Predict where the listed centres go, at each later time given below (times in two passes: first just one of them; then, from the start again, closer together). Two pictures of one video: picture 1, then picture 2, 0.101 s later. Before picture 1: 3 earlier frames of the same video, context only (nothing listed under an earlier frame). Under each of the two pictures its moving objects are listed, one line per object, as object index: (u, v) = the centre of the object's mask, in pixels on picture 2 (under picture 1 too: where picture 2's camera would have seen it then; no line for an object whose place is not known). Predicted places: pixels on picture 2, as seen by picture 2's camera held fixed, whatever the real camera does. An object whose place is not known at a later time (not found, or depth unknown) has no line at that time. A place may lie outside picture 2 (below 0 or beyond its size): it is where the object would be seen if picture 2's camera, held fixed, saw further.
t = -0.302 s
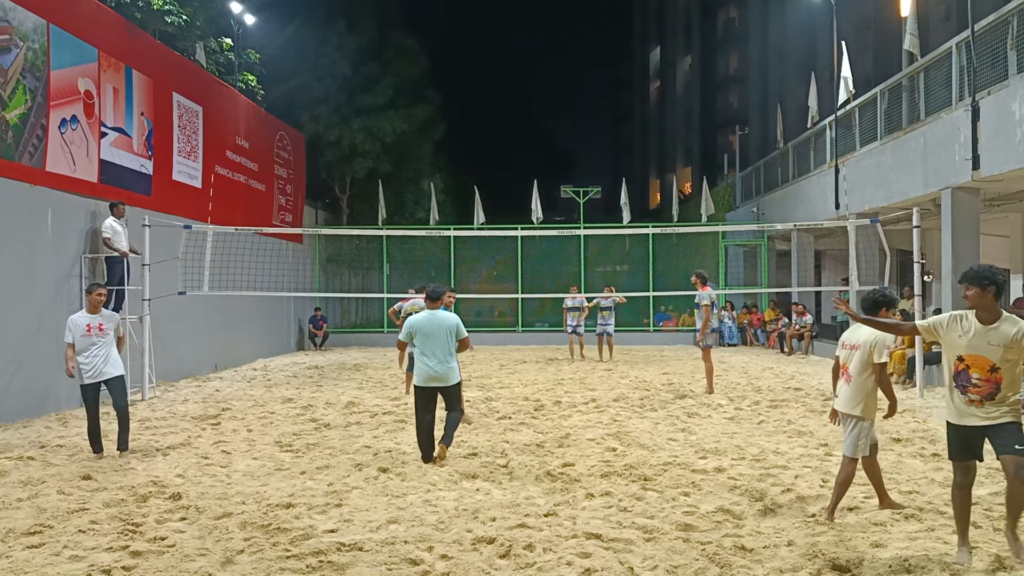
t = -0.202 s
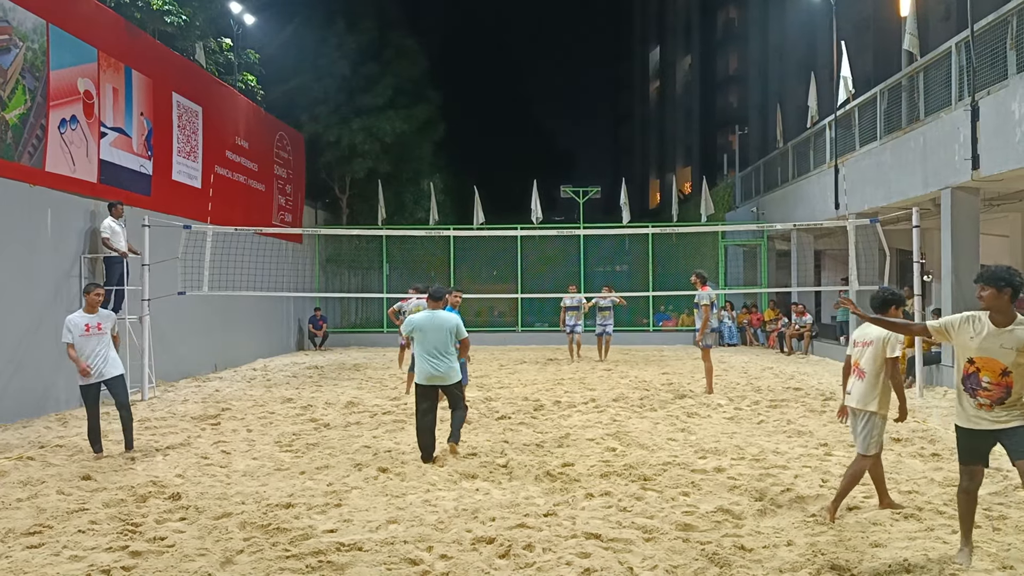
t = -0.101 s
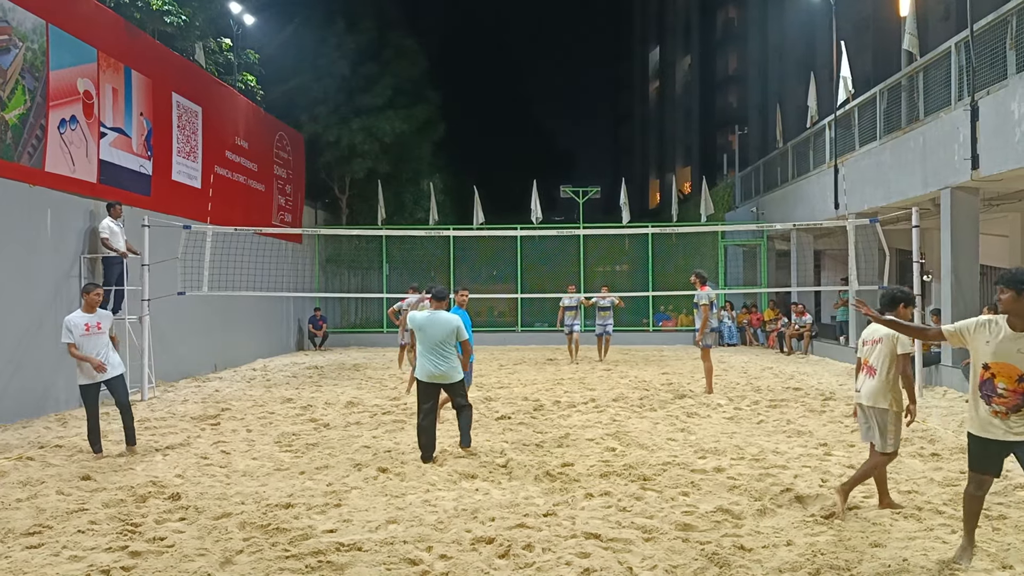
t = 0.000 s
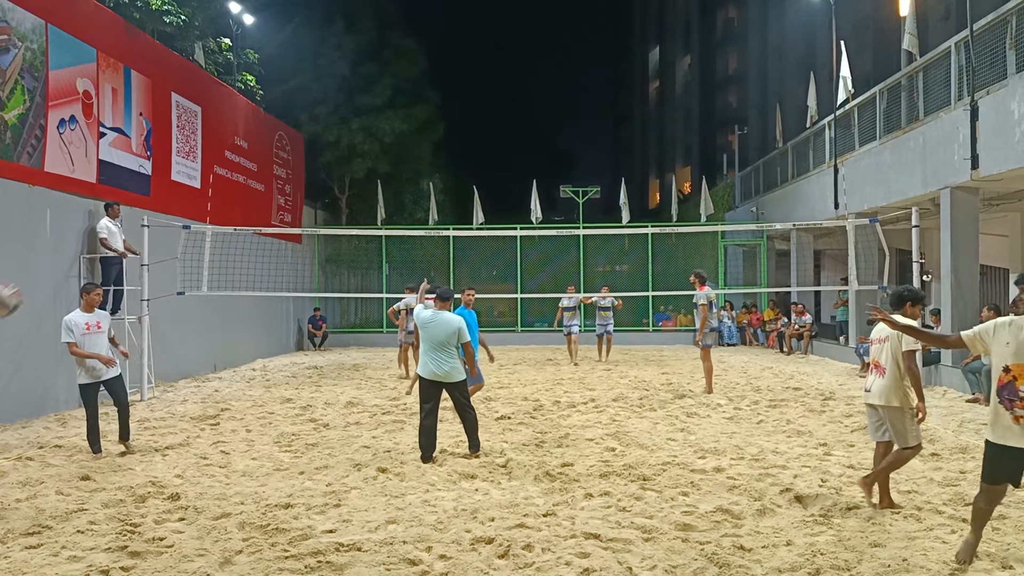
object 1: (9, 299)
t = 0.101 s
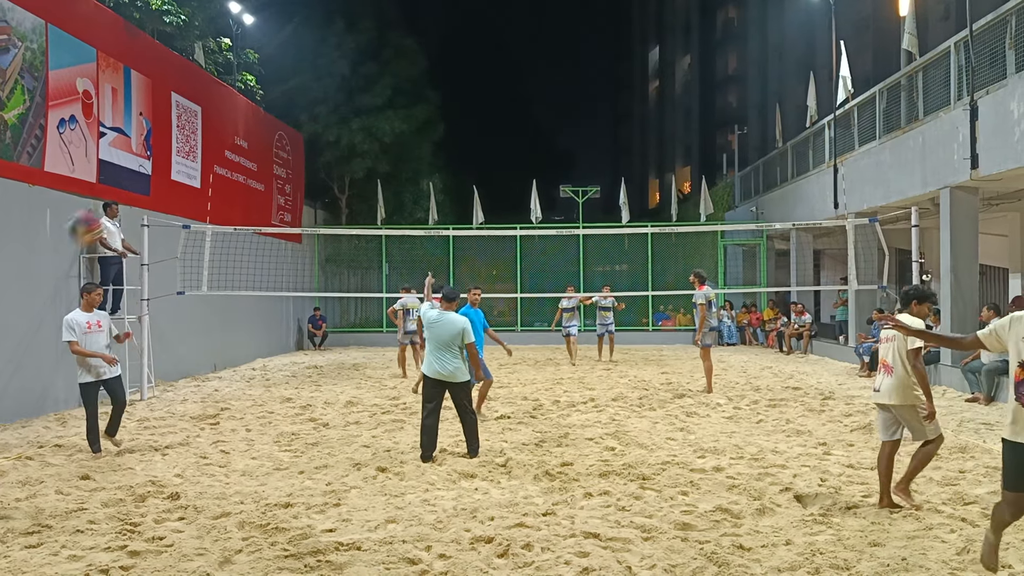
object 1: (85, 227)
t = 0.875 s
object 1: (997, 221)
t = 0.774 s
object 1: (837, 145)
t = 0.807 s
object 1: (891, 169)
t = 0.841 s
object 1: (942, 192)
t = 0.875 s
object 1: (997, 221)
